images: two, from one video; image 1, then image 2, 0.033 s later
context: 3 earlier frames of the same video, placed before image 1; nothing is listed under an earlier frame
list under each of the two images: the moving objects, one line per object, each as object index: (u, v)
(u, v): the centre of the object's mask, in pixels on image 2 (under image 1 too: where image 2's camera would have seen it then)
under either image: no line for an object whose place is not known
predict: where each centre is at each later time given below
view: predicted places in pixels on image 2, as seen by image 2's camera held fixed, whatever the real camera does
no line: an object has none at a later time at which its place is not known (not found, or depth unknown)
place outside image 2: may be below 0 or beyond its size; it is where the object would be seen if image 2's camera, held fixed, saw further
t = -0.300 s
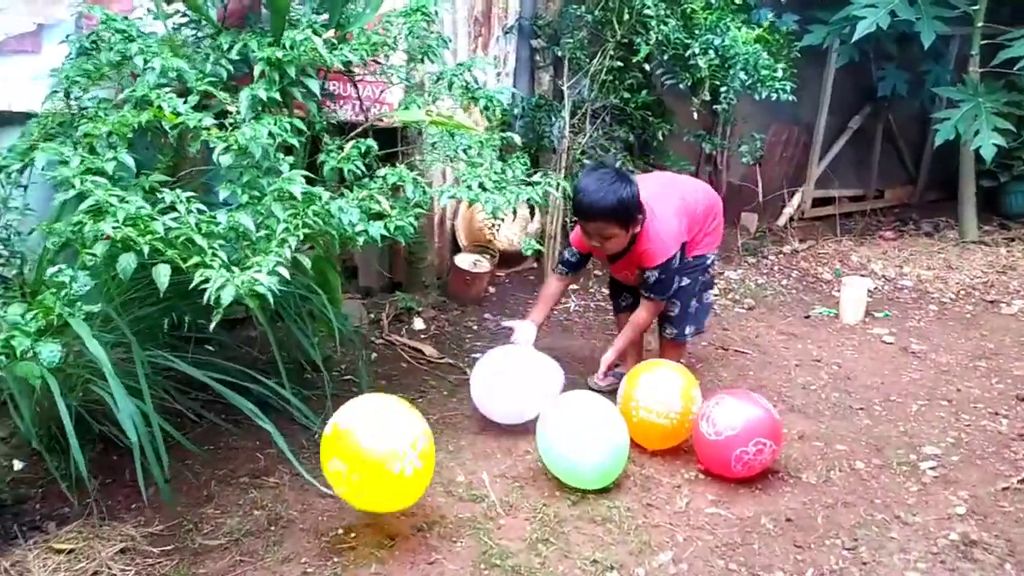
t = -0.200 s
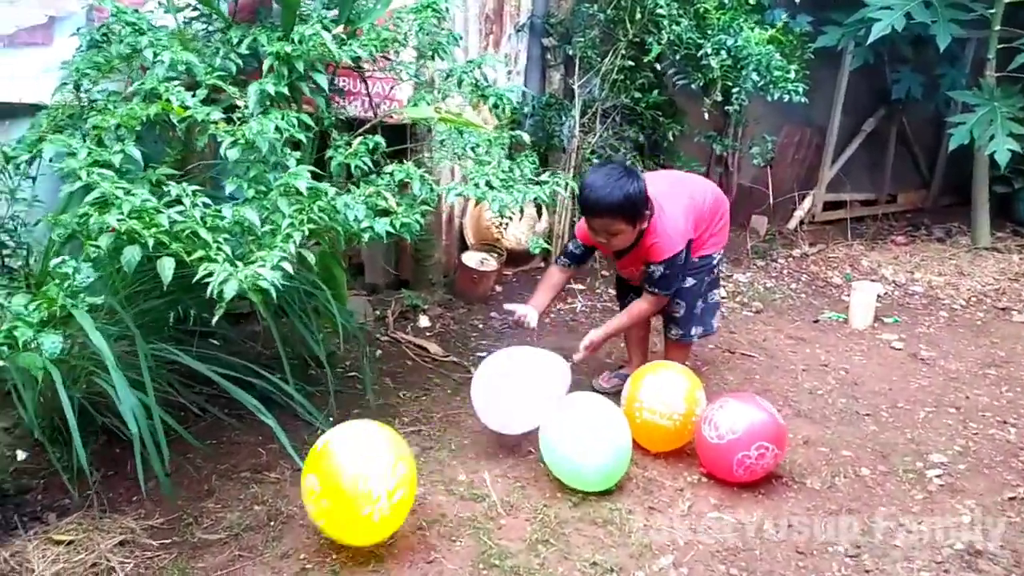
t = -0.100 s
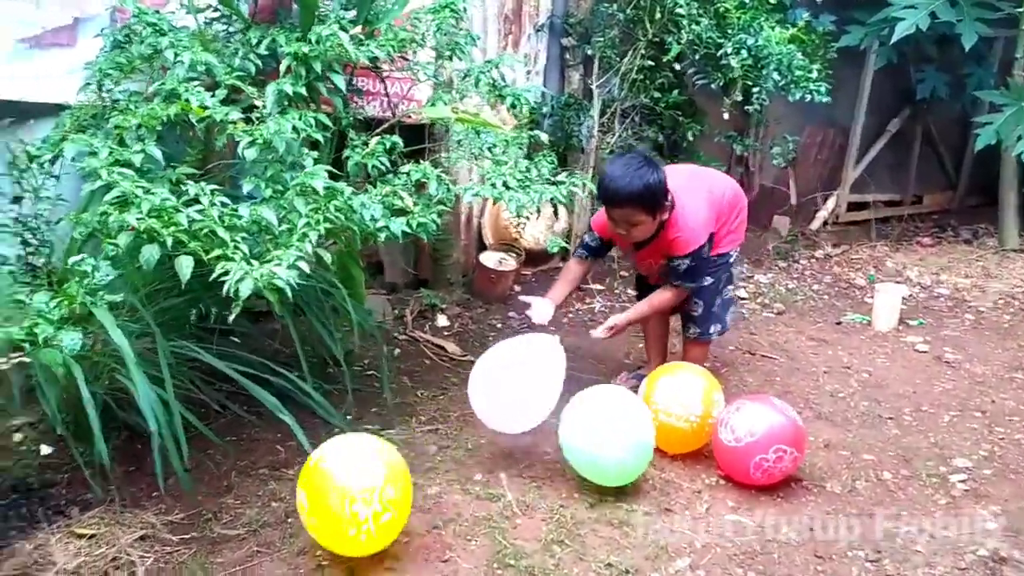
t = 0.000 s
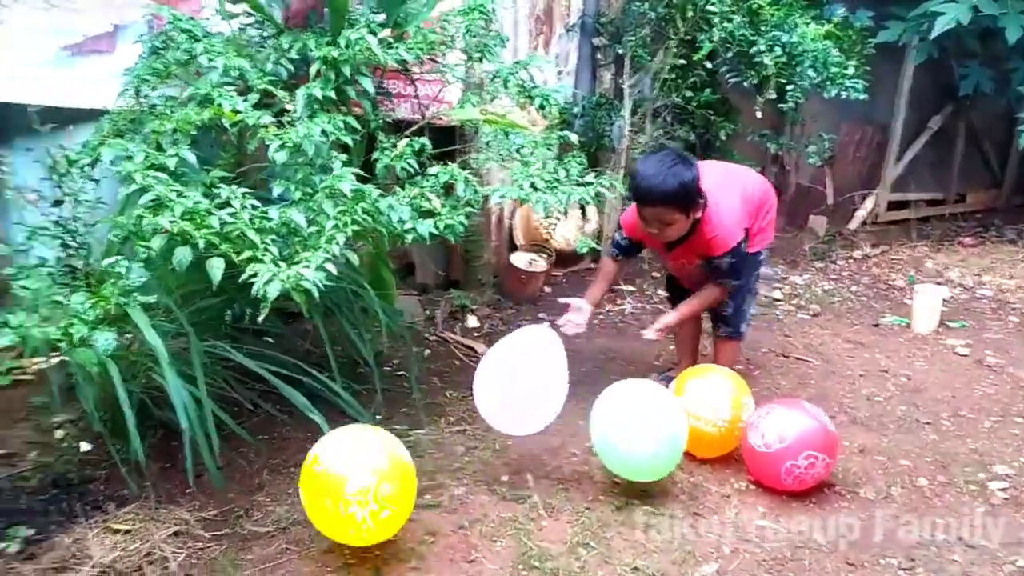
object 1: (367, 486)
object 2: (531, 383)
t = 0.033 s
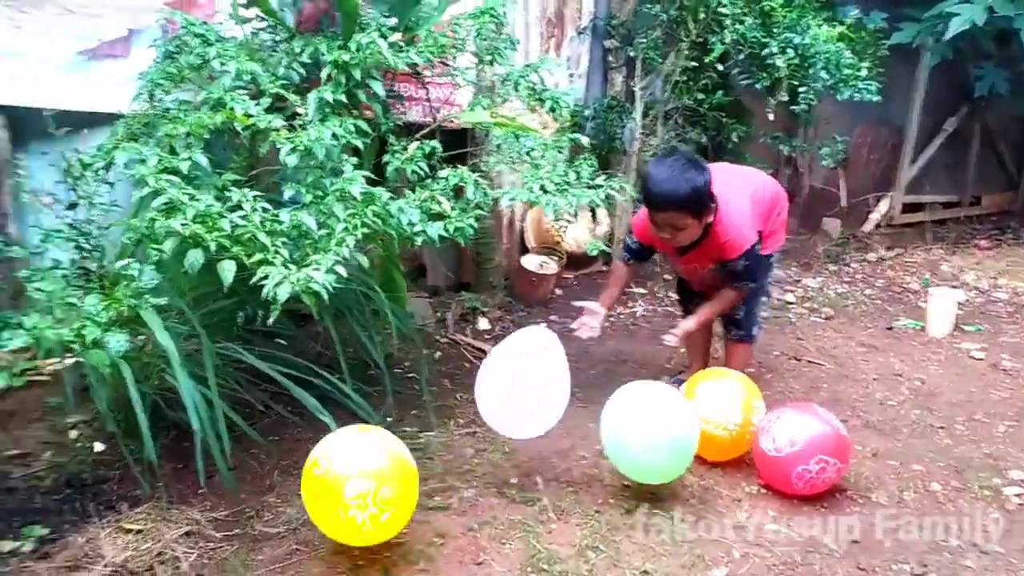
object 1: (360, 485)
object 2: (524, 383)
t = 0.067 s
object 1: (353, 484)
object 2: (516, 384)
